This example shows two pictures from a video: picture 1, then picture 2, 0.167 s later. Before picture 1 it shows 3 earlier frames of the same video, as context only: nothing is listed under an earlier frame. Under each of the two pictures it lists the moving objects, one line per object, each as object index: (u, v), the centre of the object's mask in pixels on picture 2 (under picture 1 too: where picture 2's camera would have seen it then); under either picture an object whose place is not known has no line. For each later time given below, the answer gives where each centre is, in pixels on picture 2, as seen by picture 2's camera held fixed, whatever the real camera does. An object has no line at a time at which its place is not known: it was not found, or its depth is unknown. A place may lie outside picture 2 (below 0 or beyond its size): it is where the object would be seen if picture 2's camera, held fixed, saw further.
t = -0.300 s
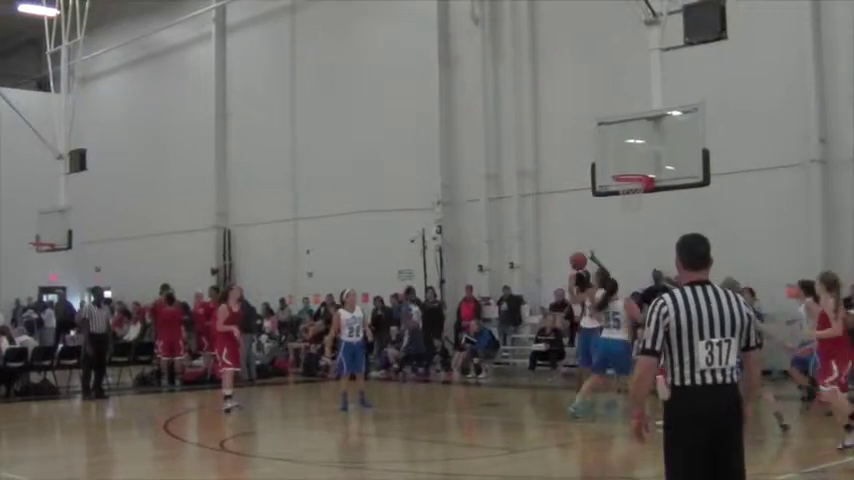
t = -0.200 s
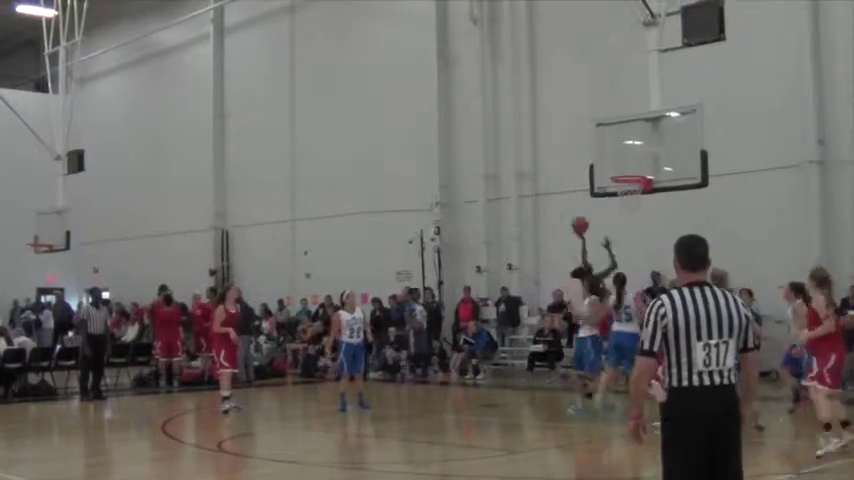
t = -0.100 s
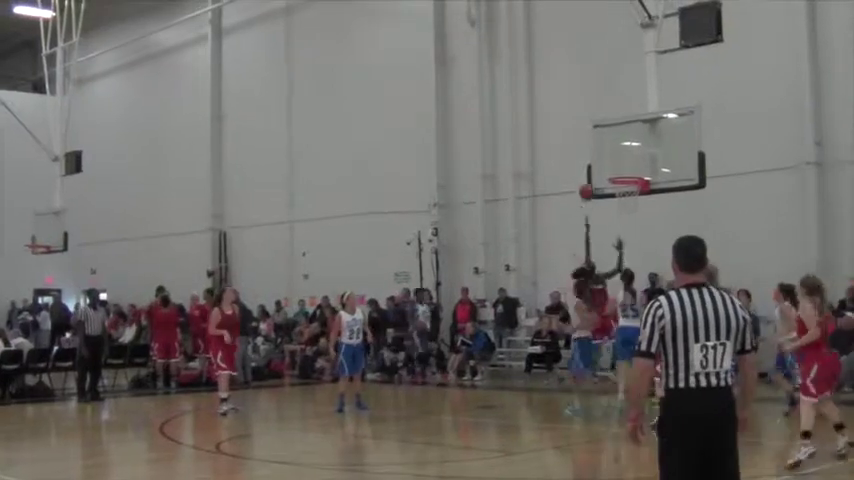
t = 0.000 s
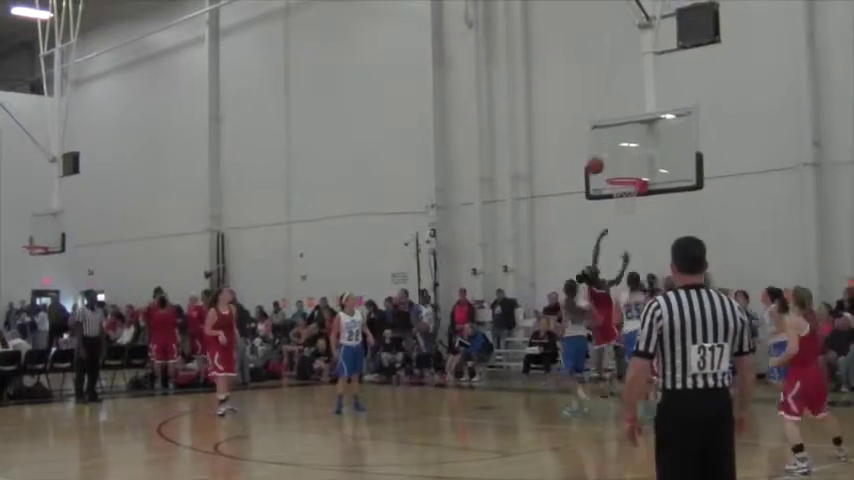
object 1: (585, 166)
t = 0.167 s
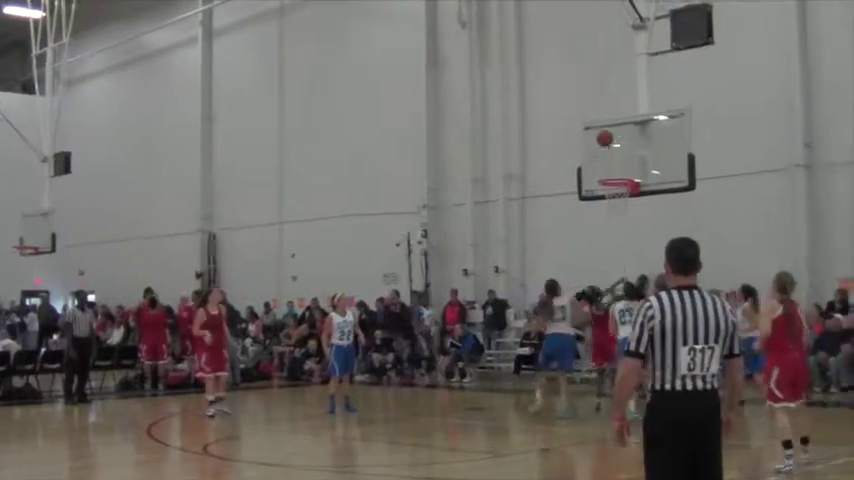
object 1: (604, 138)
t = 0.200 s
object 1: (608, 135)
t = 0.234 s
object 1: (613, 133)
